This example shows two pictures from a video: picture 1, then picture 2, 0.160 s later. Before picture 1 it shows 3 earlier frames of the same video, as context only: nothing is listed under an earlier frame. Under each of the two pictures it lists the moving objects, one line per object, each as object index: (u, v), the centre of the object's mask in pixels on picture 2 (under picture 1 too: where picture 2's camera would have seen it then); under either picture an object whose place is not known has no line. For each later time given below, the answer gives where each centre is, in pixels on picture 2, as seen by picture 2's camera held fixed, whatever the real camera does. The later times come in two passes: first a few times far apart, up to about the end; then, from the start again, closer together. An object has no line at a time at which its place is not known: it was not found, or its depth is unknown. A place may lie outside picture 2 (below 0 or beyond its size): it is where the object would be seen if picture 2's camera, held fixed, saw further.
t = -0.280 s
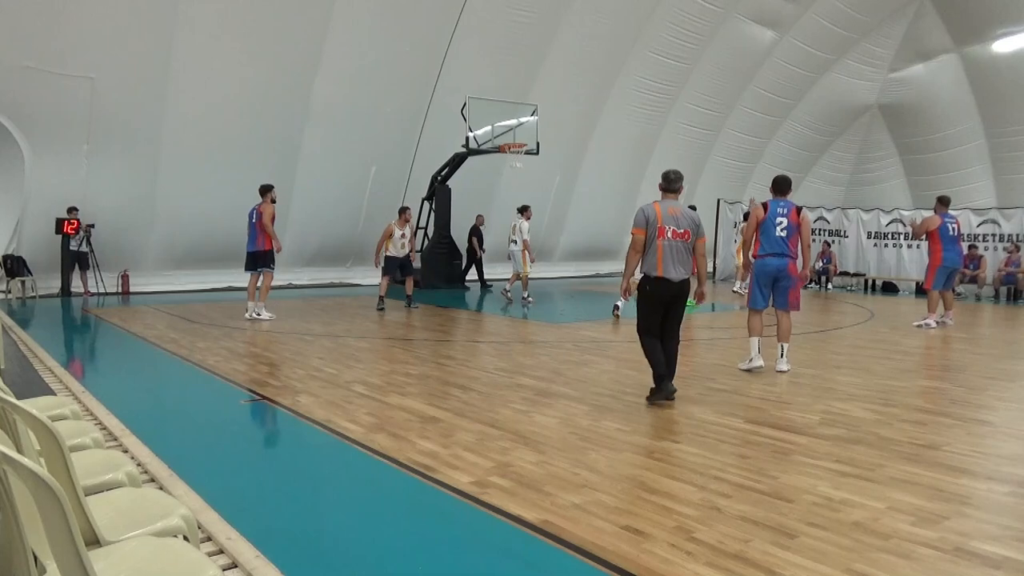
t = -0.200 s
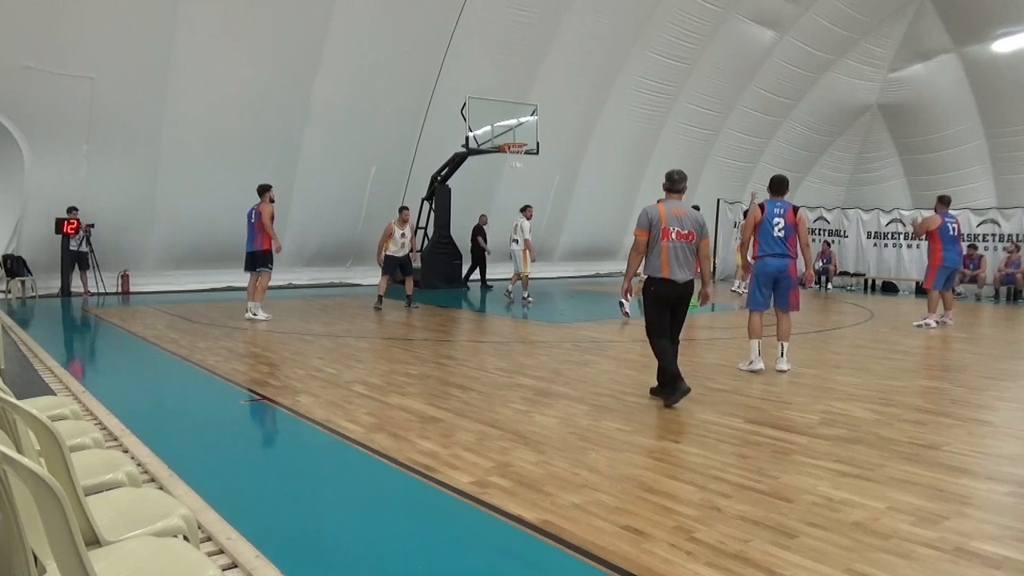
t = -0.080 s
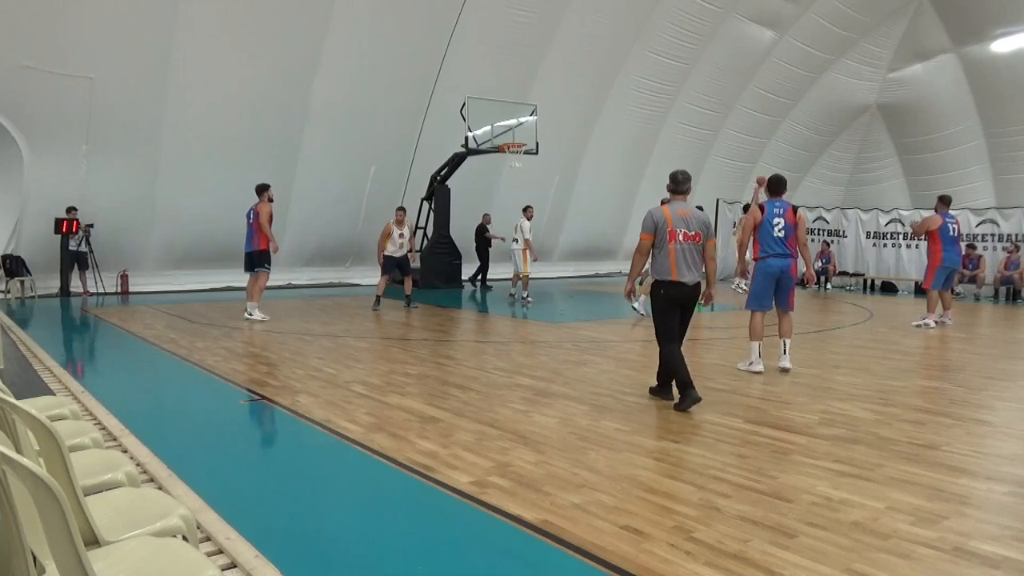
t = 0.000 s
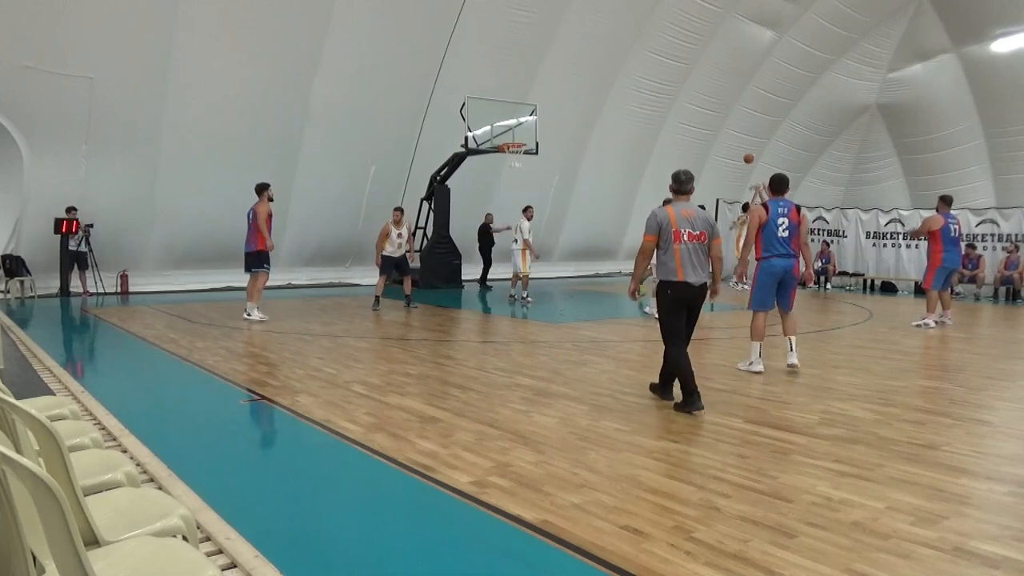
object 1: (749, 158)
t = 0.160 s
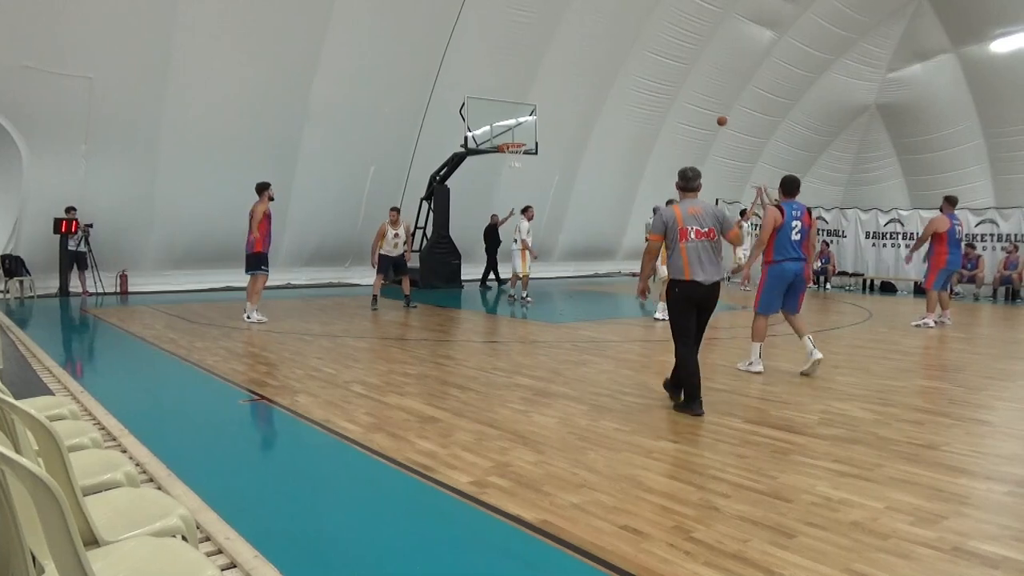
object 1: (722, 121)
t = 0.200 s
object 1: (715, 113)
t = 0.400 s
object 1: (680, 83)
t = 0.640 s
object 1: (636, 69)
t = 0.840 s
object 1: (596, 77)
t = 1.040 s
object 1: (555, 105)
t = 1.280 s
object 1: (509, 133)
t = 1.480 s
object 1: (475, 133)
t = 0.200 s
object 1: (715, 113)
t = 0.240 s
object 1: (708, 106)
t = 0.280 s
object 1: (701, 99)
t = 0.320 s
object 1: (694, 93)
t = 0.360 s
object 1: (687, 87)
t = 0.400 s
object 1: (680, 83)
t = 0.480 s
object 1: (666, 76)
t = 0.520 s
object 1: (658, 73)
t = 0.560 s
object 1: (651, 71)
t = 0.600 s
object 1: (643, 70)
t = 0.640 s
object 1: (636, 69)
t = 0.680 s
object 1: (628, 69)
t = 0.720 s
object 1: (620, 70)
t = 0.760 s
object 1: (612, 72)
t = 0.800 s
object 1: (604, 74)
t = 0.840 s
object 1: (596, 77)
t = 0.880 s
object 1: (588, 81)
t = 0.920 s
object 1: (580, 86)
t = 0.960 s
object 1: (572, 91)
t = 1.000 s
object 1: (564, 98)
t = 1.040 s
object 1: (555, 105)
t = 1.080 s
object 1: (547, 113)
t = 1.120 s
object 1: (539, 122)
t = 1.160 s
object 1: (530, 132)
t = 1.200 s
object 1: (522, 138)
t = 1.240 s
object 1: (516, 135)
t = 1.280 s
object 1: (509, 133)
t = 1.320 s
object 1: (502, 131)
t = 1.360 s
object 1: (495, 130)
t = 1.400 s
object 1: (488, 130)
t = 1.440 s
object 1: (482, 131)
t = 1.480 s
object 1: (475, 133)
